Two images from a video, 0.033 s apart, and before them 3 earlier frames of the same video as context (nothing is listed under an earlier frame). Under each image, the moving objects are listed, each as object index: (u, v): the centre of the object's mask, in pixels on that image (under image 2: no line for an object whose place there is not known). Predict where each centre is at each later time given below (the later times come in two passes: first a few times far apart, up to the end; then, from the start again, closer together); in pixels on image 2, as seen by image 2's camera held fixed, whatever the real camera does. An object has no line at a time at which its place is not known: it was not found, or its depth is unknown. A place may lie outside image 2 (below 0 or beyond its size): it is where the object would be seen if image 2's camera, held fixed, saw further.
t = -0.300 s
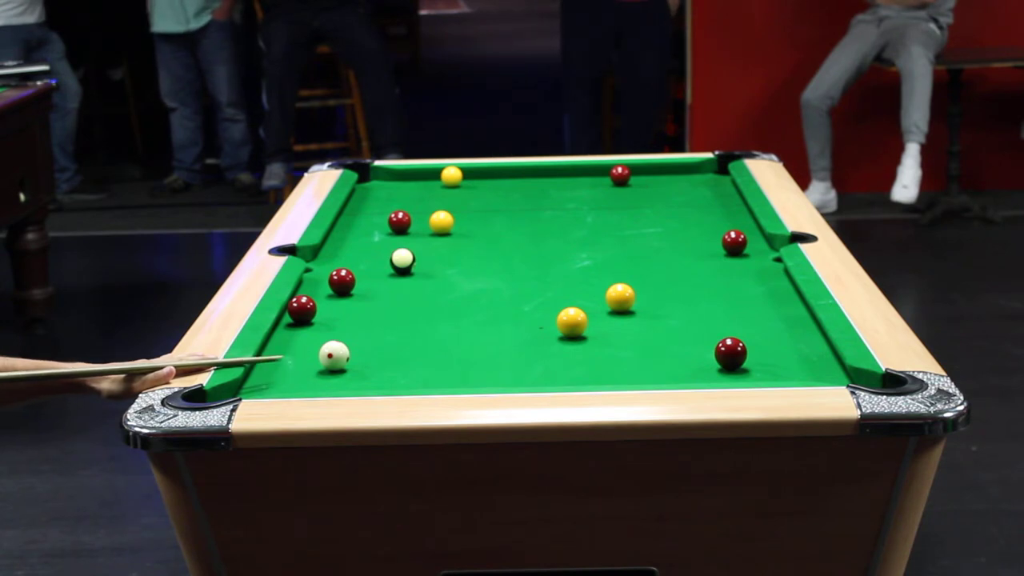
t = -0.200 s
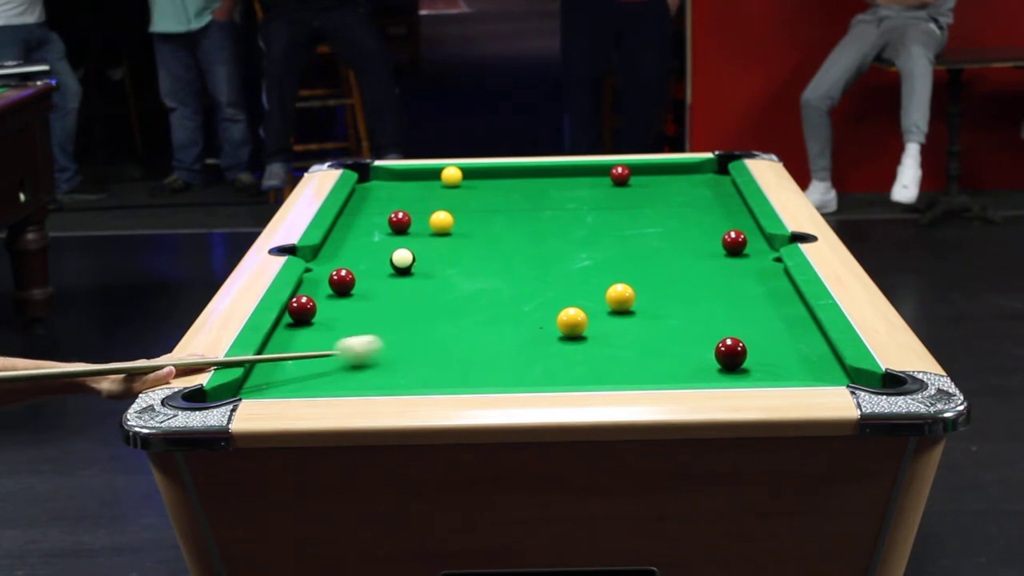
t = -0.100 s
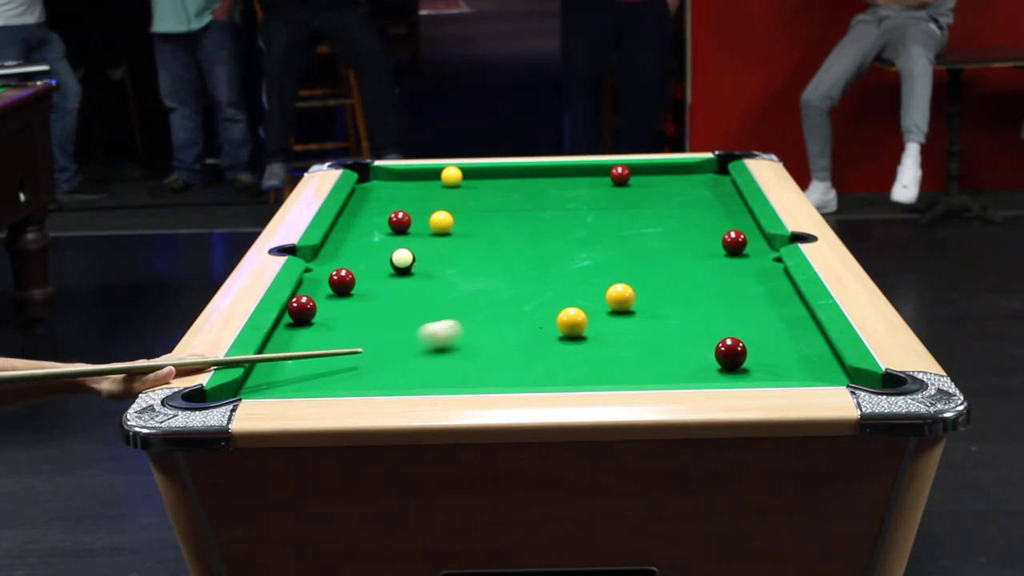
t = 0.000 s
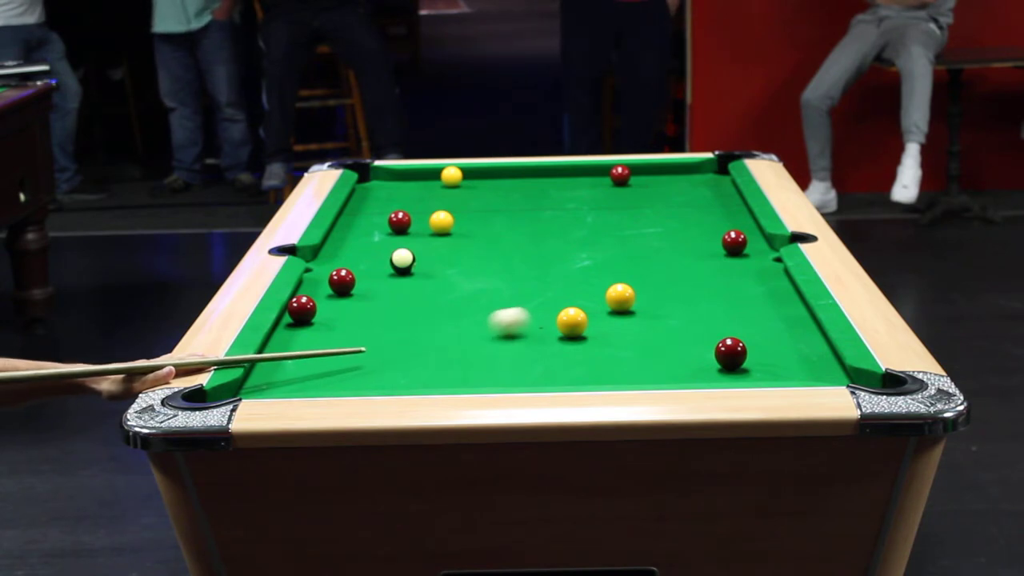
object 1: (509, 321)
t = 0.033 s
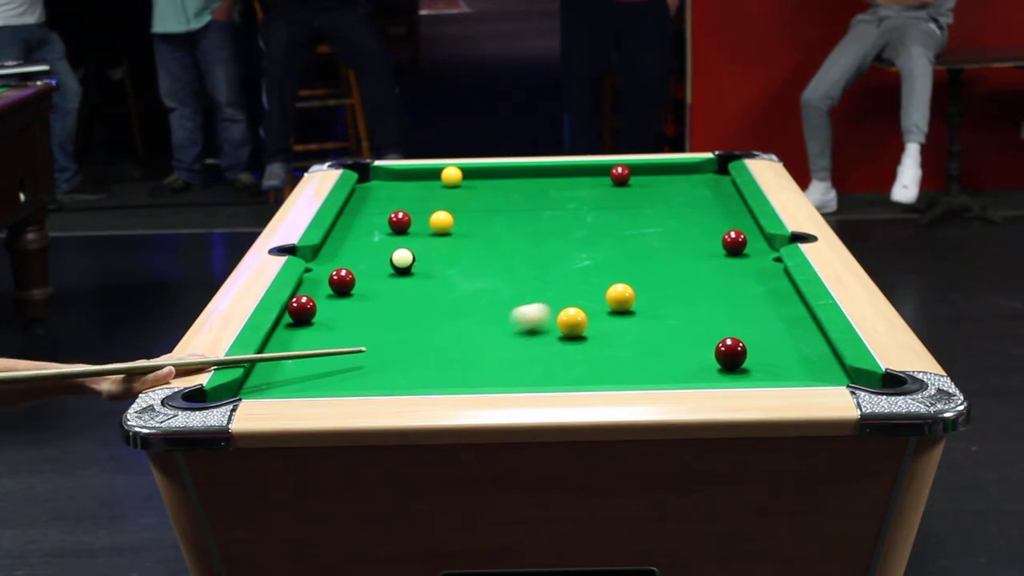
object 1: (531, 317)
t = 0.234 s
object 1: (616, 306)
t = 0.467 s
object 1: (670, 306)
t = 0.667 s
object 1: (716, 306)
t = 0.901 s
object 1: (766, 307)
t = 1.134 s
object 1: (785, 307)
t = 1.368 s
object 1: (759, 308)
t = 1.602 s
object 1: (735, 309)
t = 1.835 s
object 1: (714, 310)
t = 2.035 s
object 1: (700, 310)
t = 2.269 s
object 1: (686, 311)
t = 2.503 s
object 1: (675, 311)
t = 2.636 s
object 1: (672, 312)
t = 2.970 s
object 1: (662, 312)
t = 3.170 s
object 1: (660, 312)
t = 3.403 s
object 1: (660, 312)
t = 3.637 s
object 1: (660, 312)
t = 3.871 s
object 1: (660, 312)
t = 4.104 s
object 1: (660, 312)
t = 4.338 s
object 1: (660, 312)
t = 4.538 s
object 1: (660, 312)
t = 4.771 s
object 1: (660, 312)
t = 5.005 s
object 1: (660, 312)
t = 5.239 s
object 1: (660, 312)
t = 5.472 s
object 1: (660, 312)
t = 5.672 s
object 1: (660, 312)
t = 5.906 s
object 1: (660, 312)
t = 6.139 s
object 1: (660, 312)
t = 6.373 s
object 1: (660, 312)
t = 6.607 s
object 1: (660, 312)
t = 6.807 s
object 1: (660, 312)
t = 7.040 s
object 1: (660, 312)
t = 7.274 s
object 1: (660, 312)
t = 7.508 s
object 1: (660, 312)
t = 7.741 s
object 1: (660, 312)
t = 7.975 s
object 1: (660, 312)
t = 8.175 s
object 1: (660, 312)
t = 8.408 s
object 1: (660, 312)
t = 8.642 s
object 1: (660, 312)
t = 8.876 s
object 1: (660, 312)
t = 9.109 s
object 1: (660, 312)
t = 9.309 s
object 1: (660, 312)
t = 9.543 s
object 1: (660, 312)
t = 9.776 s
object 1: (660, 312)
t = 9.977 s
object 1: (660, 312)
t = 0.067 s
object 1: (549, 311)
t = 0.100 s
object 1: (573, 303)
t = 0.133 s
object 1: (593, 305)
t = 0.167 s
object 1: (605, 305)
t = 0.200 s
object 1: (610, 306)
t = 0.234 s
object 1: (616, 306)
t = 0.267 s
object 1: (623, 306)
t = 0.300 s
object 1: (631, 306)
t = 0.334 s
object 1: (639, 306)
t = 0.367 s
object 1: (647, 306)
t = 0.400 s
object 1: (655, 306)
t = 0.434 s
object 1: (663, 306)
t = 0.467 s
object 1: (670, 306)
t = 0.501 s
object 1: (678, 306)
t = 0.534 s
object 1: (686, 306)
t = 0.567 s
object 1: (693, 306)
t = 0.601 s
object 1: (700, 306)
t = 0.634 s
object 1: (709, 307)
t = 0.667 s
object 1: (716, 306)
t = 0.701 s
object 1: (723, 306)
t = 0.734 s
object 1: (730, 306)
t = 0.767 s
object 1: (737, 306)
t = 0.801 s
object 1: (745, 306)
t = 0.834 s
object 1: (752, 307)
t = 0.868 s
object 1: (759, 306)
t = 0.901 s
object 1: (766, 307)
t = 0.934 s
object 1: (773, 306)
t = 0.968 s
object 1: (780, 306)
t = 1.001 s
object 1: (786, 306)
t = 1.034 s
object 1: (793, 306)
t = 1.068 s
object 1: (793, 306)
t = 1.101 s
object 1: (789, 306)
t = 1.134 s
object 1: (785, 307)
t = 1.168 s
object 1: (781, 307)
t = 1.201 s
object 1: (777, 307)
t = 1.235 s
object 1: (773, 308)
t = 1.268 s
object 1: (769, 308)
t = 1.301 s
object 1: (765, 308)
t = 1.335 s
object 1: (762, 308)
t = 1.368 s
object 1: (759, 308)
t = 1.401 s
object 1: (755, 308)
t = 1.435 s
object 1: (751, 308)
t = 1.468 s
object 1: (748, 308)
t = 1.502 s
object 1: (745, 309)
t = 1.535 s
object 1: (741, 309)
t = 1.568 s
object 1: (738, 309)
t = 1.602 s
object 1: (735, 309)
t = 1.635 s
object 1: (732, 309)
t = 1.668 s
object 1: (729, 310)
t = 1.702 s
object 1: (725, 310)
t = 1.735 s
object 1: (723, 310)
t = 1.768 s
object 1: (720, 310)
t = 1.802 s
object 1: (717, 310)
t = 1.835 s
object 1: (714, 310)
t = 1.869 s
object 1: (712, 310)
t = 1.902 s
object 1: (709, 310)
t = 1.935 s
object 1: (707, 311)
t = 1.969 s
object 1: (704, 311)
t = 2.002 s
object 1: (702, 310)
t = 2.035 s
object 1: (700, 310)
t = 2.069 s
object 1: (697, 311)
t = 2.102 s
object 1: (696, 310)
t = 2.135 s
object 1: (693, 310)
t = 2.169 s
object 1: (691, 310)
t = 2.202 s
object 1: (689, 311)
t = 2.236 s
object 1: (688, 311)
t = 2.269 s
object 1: (686, 311)
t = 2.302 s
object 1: (684, 311)
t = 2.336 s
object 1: (682, 311)
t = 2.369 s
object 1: (681, 311)
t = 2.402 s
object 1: (679, 311)
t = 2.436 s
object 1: (677, 311)
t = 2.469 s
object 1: (676, 311)
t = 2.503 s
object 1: (675, 311)
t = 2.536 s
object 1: (673, 311)
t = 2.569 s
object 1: (672, 311)
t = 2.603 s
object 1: (671, 312)
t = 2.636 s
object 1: (672, 312)
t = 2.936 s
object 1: (662, 313)
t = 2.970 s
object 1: (662, 312)
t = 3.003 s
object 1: (662, 312)
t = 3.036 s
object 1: (661, 312)
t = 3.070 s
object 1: (661, 312)
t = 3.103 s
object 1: (660, 312)
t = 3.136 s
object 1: (660, 312)
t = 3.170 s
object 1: (660, 312)
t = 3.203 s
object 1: (660, 312)
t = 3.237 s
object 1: (660, 312)
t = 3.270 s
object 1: (660, 312)
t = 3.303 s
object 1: (660, 312)
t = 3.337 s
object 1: (660, 312)
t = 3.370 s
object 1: (660, 312)
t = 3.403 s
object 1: (660, 312)
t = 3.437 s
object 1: (660, 312)
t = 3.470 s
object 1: (660, 312)
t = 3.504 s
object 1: (660, 312)
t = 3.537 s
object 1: (660, 312)
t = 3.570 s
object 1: (660, 312)
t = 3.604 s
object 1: (660, 312)
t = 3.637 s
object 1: (660, 312)
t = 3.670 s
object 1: (660, 312)
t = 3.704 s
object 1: (660, 312)
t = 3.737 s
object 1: (660, 312)
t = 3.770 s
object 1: (660, 312)
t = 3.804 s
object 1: (660, 312)
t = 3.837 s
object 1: (660, 312)
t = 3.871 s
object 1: (660, 312)
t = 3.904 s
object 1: (660, 312)
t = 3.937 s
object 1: (660, 312)
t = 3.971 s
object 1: (660, 312)
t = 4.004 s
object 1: (660, 312)
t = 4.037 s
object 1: (660, 312)
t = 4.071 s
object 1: (660, 312)
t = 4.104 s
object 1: (660, 312)
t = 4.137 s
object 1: (660, 312)
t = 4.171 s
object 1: (660, 312)
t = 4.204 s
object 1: (660, 312)
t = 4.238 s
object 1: (660, 312)
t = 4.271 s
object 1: (660, 312)
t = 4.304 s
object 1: (660, 312)
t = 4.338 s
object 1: (660, 312)
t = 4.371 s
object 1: (660, 312)
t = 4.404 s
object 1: (660, 312)
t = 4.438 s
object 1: (660, 312)
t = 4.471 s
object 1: (660, 312)
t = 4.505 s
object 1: (660, 312)
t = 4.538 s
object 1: (660, 312)
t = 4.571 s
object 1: (660, 312)
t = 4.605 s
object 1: (660, 312)
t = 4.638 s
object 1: (660, 312)
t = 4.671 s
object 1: (660, 312)
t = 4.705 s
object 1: (660, 312)
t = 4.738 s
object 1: (660, 312)
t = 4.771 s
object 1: (660, 312)
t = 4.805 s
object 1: (660, 312)
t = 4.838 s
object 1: (660, 312)
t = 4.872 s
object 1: (660, 312)
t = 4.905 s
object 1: (660, 312)
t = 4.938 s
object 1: (660, 312)
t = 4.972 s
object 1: (660, 312)
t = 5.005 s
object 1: (660, 312)
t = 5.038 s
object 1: (660, 312)
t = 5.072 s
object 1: (660, 312)
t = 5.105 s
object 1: (660, 312)
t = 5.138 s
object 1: (660, 312)
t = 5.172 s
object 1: (660, 312)
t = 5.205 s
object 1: (660, 312)
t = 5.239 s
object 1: (660, 312)
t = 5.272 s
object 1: (660, 312)
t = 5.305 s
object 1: (660, 312)
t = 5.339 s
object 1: (660, 312)
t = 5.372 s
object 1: (660, 312)
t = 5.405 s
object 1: (660, 312)
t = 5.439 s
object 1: (660, 312)
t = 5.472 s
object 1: (660, 312)
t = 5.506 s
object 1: (660, 312)
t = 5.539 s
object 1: (660, 312)
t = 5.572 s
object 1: (660, 312)
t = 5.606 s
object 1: (660, 312)
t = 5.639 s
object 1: (660, 312)
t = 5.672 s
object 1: (660, 312)
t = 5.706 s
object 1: (660, 312)
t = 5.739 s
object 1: (660, 312)
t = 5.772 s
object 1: (660, 312)
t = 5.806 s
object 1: (660, 312)
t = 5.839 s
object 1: (660, 312)
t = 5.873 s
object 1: (660, 312)
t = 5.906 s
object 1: (660, 312)
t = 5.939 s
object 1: (660, 312)
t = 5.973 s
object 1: (660, 312)
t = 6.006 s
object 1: (660, 312)
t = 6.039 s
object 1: (660, 312)
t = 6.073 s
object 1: (660, 312)
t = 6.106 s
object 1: (660, 312)
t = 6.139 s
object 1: (660, 312)
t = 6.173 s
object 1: (660, 312)
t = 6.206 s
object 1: (660, 312)
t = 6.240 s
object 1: (660, 312)
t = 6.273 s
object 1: (660, 312)
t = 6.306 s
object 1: (660, 312)
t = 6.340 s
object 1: (660, 312)
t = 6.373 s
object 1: (660, 312)
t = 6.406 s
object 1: (660, 312)
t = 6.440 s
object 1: (660, 312)
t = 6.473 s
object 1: (660, 312)
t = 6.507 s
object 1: (660, 312)
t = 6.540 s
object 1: (660, 312)
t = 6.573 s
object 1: (660, 312)
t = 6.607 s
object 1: (660, 312)
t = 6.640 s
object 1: (660, 312)
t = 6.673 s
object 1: (660, 312)
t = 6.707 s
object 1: (660, 312)
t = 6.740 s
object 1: (660, 312)
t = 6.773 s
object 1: (660, 312)
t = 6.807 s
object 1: (660, 312)
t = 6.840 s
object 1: (660, 312)
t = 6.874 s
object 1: (660, 312)
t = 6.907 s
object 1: (660, 312)
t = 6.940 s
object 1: (660, 312)
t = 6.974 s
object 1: (660, 312)
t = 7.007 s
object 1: (660, 312)
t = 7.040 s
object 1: (660, 312)
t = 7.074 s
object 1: (660, 312)
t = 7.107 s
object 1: (660, 312)
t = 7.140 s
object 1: (660, 312)
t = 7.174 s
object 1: (660, 312)
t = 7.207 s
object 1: (660, 312)
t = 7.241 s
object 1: (660, 312)
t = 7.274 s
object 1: (660, 312)
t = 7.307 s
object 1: (660, 312)
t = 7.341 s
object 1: (660, 312)
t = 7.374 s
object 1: (660, 312)
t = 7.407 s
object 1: (660, 312)
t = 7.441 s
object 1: (660, 312)
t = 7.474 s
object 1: (660, 312)
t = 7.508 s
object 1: (660, 312)
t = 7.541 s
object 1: (660, 312)
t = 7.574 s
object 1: (660, 312)
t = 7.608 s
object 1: (660, 312)
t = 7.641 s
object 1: (660, 312)
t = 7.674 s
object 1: (660, 312)
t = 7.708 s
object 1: (660, 312)
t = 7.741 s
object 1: (660, 312)
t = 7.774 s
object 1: (660, 312)
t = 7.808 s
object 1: (660, 312)
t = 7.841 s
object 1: (660, 312)
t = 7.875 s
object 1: (660, 312)
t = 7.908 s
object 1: (660, 312)
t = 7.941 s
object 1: (660, 312)
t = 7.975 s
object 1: (660, 312)
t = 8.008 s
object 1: (660, 312)
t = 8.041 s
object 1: (660, 312)
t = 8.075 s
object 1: (660, 312)
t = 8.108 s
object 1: (660, 312)
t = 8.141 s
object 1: (660, 312)
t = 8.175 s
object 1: (660, 312)
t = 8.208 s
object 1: (660, 312)
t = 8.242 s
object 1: (660, 312)
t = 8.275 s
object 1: (660, 312)
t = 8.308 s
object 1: (660, 312)
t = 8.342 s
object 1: (660, 312)
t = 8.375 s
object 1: (660, 312)
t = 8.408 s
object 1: (660, 312)
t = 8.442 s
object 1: (660, 312)
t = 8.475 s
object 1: (660, 312)
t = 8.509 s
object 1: (660, 312)
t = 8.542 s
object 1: (660, 312)
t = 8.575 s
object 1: (660, 312)
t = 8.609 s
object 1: (660, 312)
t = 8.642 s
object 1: (660, 312)
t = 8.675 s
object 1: (660, 312)
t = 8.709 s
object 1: (660, 312)
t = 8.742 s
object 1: (660, 312)
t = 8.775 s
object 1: (660, 312)
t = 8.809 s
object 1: (660, 312)
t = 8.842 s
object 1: (660, 312)
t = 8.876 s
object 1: (660, 312)
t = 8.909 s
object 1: (660, 312)
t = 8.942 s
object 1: (660, 312)
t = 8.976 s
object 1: (660, 312)
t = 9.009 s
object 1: (660, 312)
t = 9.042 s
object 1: (660, 312)
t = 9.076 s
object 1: (660, 312)
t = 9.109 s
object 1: (660, 312)
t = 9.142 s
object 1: (660, 312)
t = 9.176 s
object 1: (660, 312)
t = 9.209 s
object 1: (660, 312)
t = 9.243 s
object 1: (660, 312)
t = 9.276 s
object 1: (660, 312)
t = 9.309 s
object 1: (660, 312)
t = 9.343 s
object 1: (660, 312)
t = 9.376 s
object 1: (660, 312)
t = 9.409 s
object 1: (660, 312)
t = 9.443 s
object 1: (660, 312)
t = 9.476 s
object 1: (660, 312)
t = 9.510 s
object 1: (660, 312)
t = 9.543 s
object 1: (660, 312)
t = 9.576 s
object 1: (660, 312)
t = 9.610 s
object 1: (660, 312)
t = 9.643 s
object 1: (660, 312)
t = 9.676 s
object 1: (660, 312)
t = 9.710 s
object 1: (660, 312)
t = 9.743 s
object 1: (660, 312)
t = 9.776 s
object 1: (660, 312)
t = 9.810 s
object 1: (660, 312)
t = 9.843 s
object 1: (660, 312)
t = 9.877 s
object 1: (660, 312)
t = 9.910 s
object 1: (660, 312)
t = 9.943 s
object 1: (660, 312)
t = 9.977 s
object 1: (660, 312)
